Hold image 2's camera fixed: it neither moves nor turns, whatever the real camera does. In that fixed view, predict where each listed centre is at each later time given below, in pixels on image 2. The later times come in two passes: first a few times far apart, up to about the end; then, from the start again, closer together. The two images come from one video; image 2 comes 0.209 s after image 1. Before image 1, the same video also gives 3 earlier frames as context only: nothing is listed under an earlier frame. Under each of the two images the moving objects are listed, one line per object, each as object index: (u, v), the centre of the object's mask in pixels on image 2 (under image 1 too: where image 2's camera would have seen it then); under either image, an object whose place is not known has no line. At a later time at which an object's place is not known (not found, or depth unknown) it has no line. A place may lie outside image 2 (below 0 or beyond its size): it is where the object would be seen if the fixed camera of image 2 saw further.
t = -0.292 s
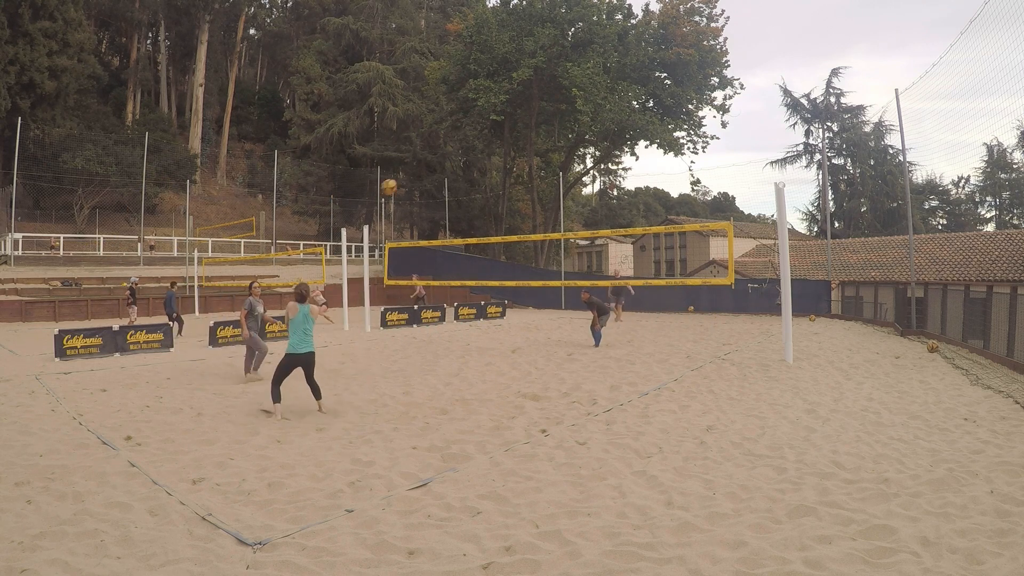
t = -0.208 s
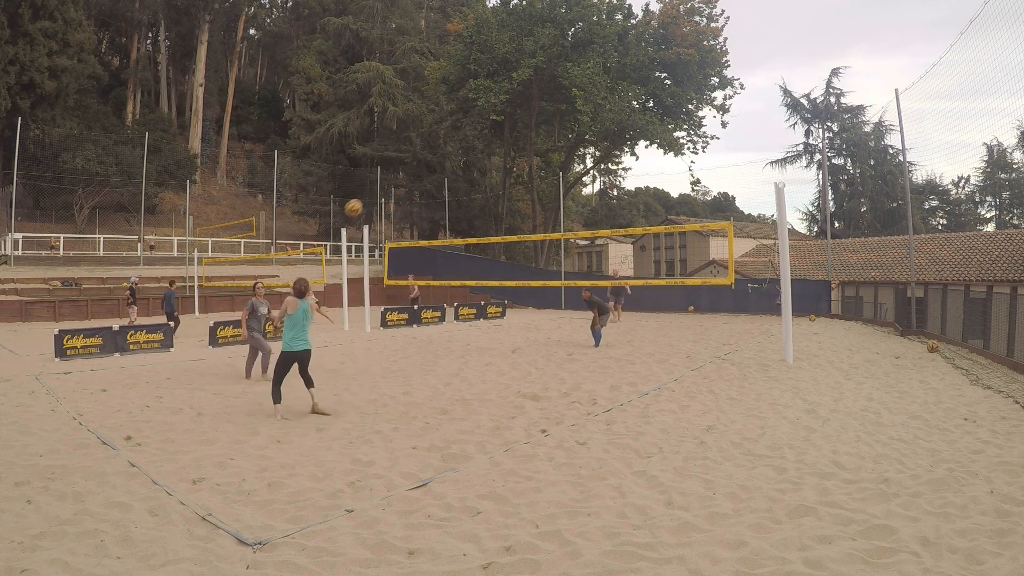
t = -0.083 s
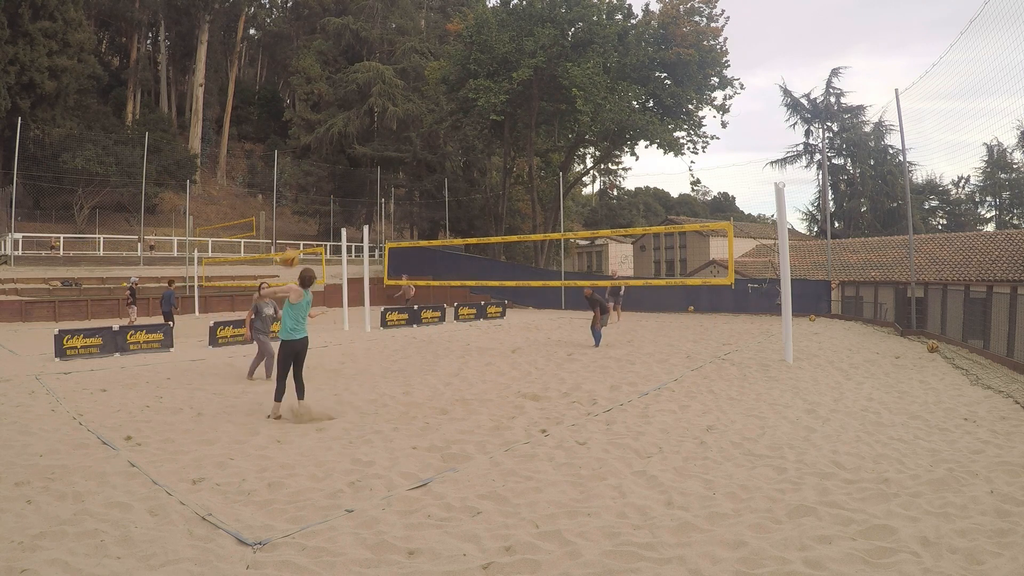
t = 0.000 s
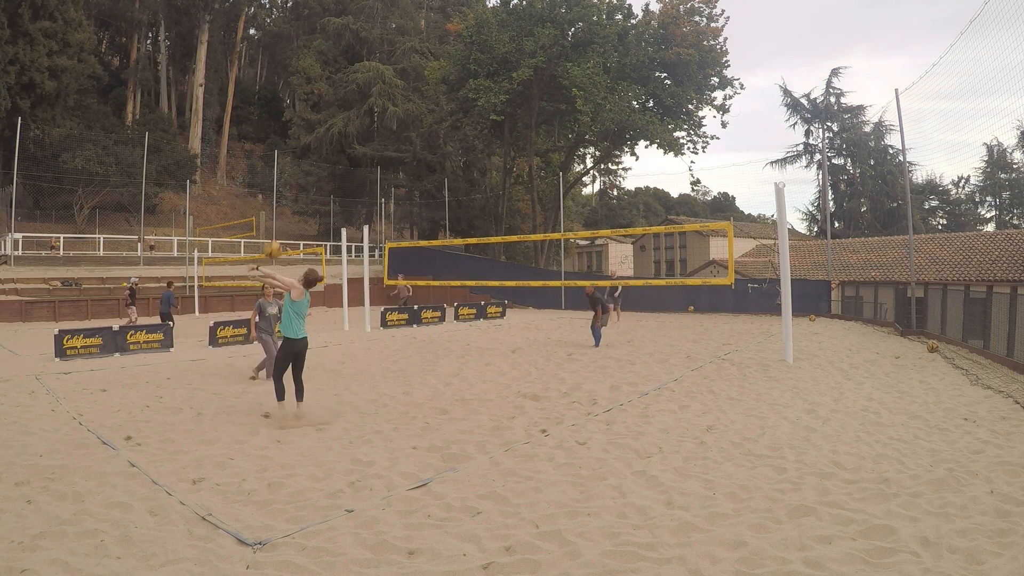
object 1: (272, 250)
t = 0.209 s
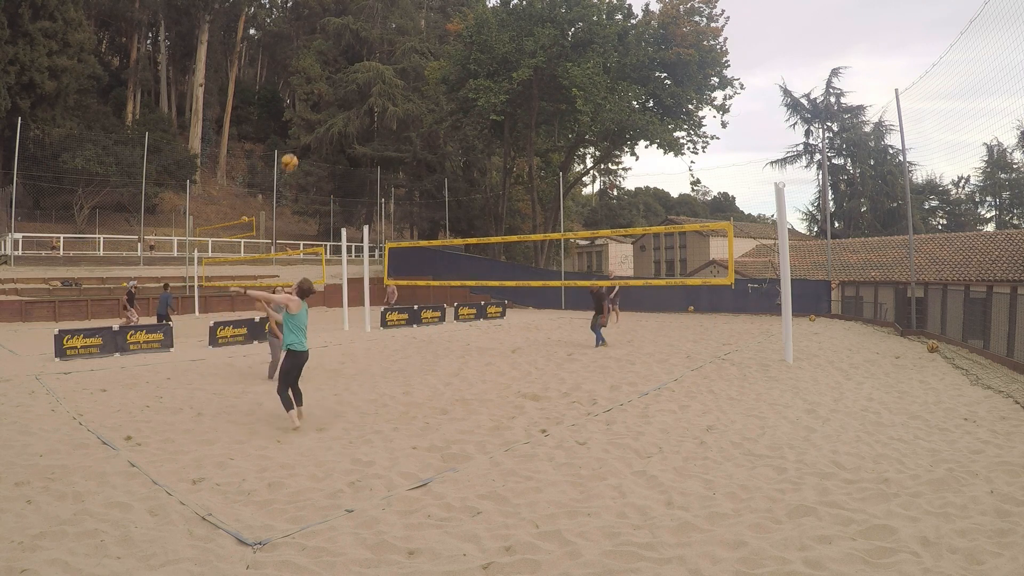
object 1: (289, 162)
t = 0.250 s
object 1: (292, 151)
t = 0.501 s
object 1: (308, 117)
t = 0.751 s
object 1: (320, 127)
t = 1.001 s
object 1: (330, 173)
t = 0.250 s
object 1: (292, 151)
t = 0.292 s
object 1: (295, 142)
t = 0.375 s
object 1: (300, 128)
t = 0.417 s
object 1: (303, 123)
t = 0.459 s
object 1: (305, 119)
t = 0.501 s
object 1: (308, 117)
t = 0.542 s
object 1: (310, 116)
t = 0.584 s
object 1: (312, 116)
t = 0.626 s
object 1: (314, 117)
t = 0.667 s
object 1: (317, 120)
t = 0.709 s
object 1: (318, 122)
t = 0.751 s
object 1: (320, 127)
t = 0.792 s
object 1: (322, 132)
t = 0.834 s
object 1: (324, 139)
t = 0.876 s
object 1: (325, 146)
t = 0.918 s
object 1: (327, 154)
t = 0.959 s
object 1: (329, 163)
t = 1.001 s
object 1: (330, 173)
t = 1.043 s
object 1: (332, 184)
